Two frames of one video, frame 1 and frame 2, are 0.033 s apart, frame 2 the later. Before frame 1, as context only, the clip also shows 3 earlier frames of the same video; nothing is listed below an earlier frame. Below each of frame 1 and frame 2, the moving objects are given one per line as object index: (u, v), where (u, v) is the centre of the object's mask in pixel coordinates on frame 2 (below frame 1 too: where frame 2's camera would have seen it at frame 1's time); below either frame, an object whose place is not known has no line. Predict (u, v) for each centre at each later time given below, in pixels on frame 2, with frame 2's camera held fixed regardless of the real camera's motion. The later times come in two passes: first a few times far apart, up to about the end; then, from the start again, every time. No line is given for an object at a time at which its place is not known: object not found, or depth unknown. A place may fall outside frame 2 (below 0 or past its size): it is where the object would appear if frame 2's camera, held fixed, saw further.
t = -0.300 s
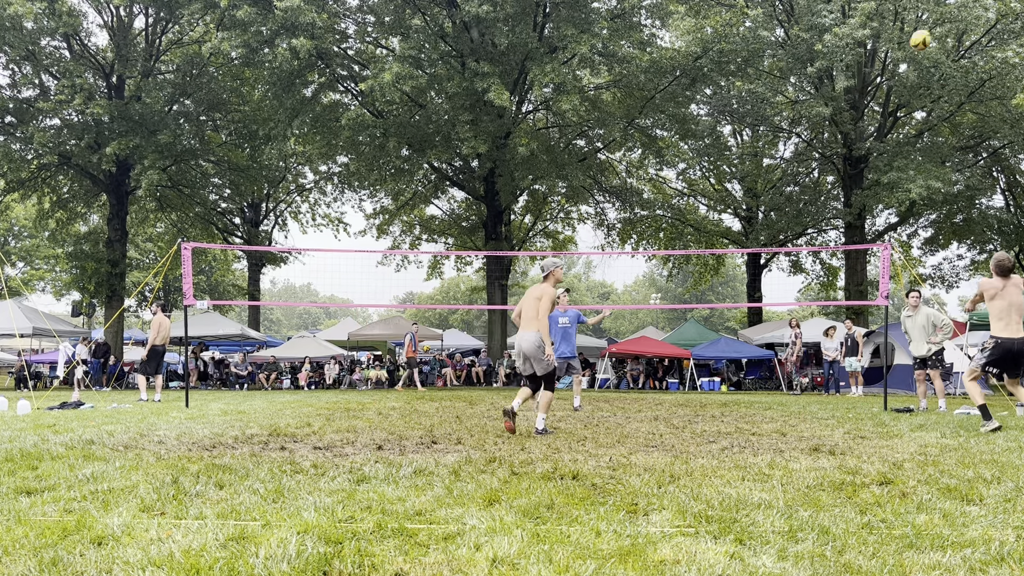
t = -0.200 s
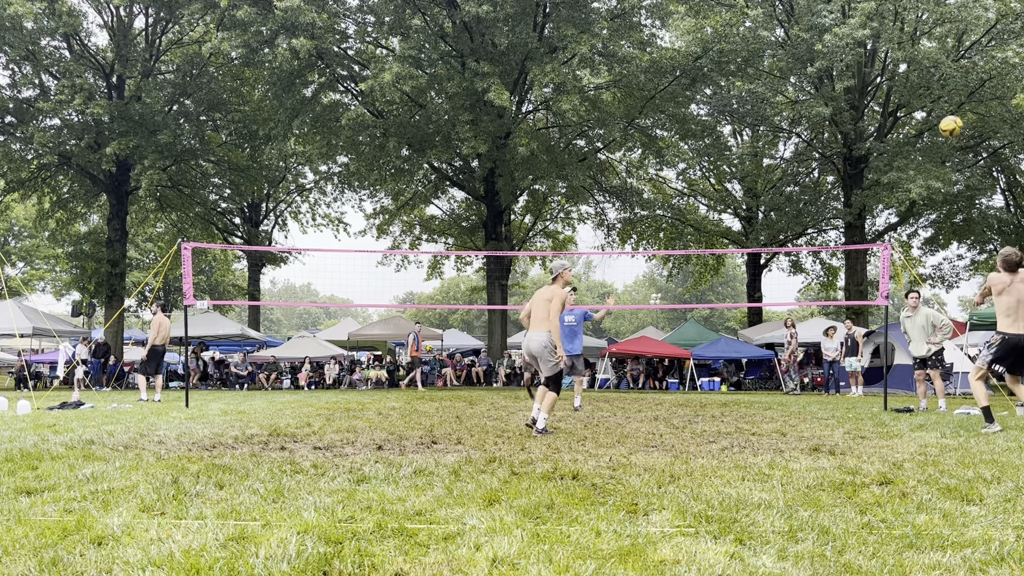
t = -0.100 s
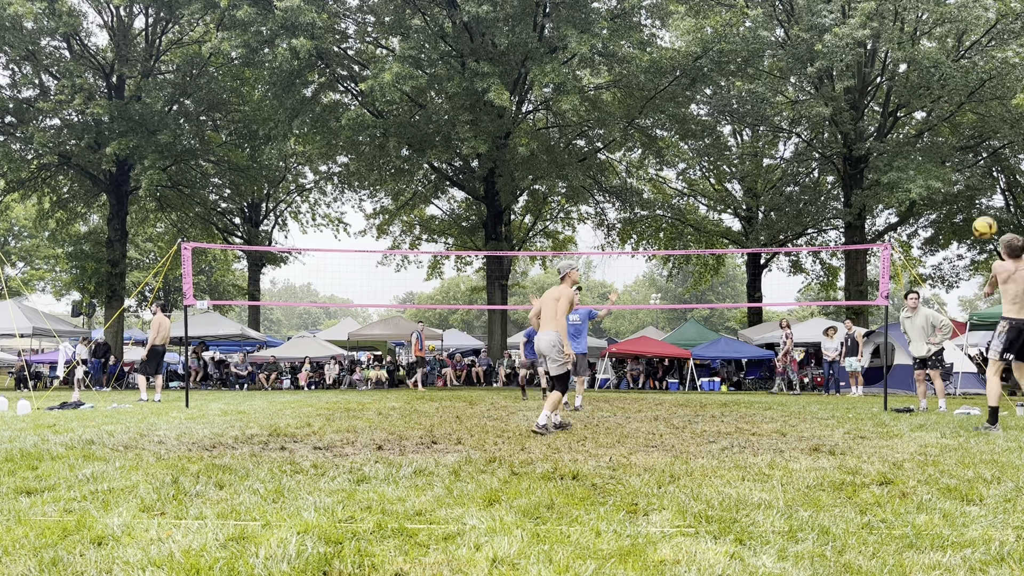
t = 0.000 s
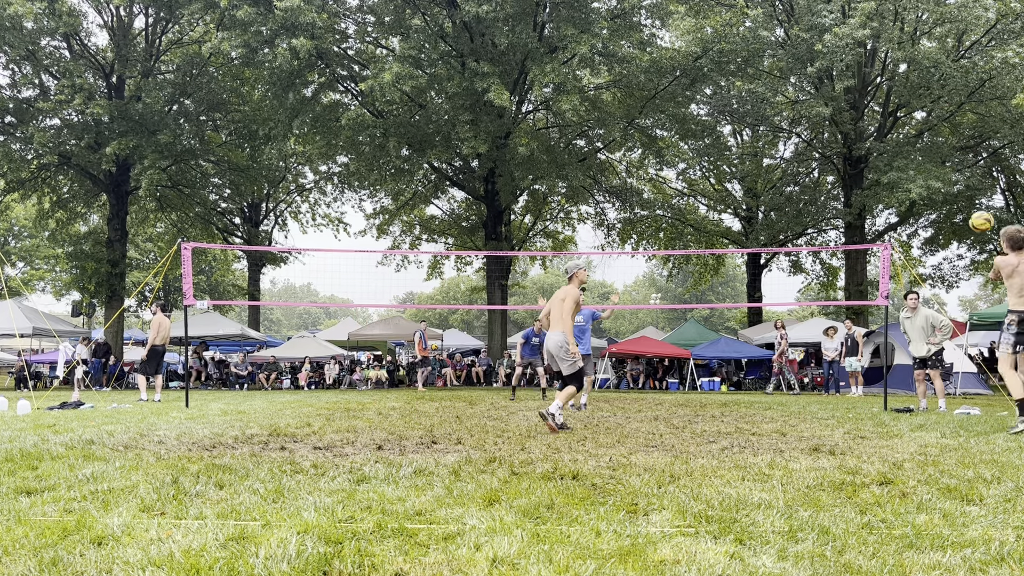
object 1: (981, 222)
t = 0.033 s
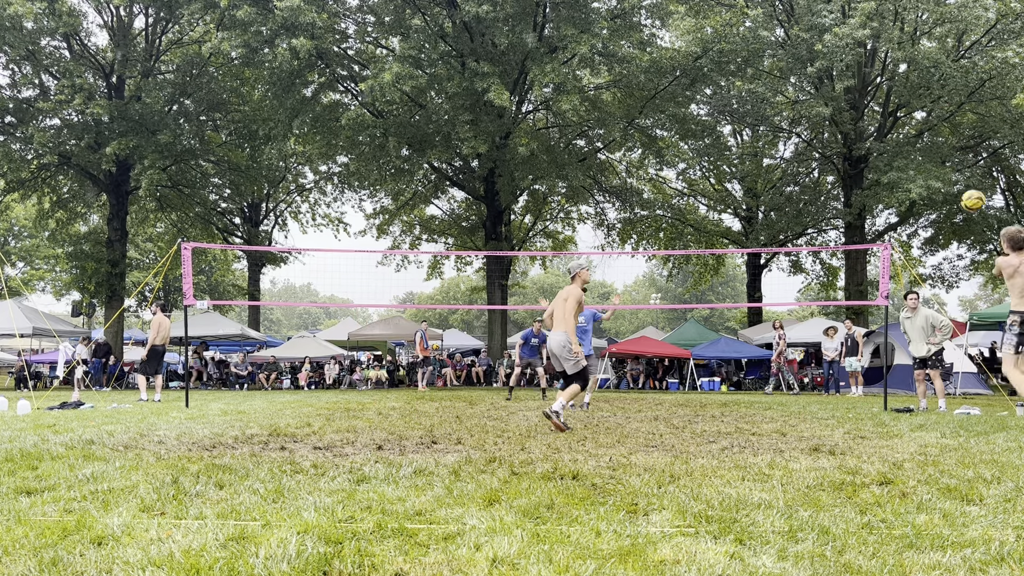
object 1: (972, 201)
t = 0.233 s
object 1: (926, 100)
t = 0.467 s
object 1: (879, 34)
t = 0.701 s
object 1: (837, 18)
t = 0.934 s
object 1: (800, 50)
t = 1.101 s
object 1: (777, 98)
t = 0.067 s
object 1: (965, 180)
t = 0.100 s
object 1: (956, 161)
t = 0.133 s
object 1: (948, 144)
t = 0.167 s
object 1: (941, 128)
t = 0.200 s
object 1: (934, 113)
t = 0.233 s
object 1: (926, 100)
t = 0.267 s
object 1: (919, 87)
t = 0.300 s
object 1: (912, 75)
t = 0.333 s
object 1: (905, 66)
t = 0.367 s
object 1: (898, 56)
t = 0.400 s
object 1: (892, 47)
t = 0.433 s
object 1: (885, 40)
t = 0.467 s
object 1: (879, 34)
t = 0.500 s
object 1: (873, 29)
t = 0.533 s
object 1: (867, 25)
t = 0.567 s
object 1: (861, 21)
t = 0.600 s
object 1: (855, 19)
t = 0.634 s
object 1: (849, 18)
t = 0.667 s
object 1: (843, 18)
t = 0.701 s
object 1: (837, 18)
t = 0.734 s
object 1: (832, 20)
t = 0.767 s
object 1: (826, 23)
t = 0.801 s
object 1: (821, 26)
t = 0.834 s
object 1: (816, 31)
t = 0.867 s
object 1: (810, 36)
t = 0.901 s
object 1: (805, 42)
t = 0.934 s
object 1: (800, 50)
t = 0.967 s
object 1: (795, 58)
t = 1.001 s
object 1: (790, 67)
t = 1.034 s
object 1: (786, 76)
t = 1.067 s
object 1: (782, 87)
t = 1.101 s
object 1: (777, 98)
